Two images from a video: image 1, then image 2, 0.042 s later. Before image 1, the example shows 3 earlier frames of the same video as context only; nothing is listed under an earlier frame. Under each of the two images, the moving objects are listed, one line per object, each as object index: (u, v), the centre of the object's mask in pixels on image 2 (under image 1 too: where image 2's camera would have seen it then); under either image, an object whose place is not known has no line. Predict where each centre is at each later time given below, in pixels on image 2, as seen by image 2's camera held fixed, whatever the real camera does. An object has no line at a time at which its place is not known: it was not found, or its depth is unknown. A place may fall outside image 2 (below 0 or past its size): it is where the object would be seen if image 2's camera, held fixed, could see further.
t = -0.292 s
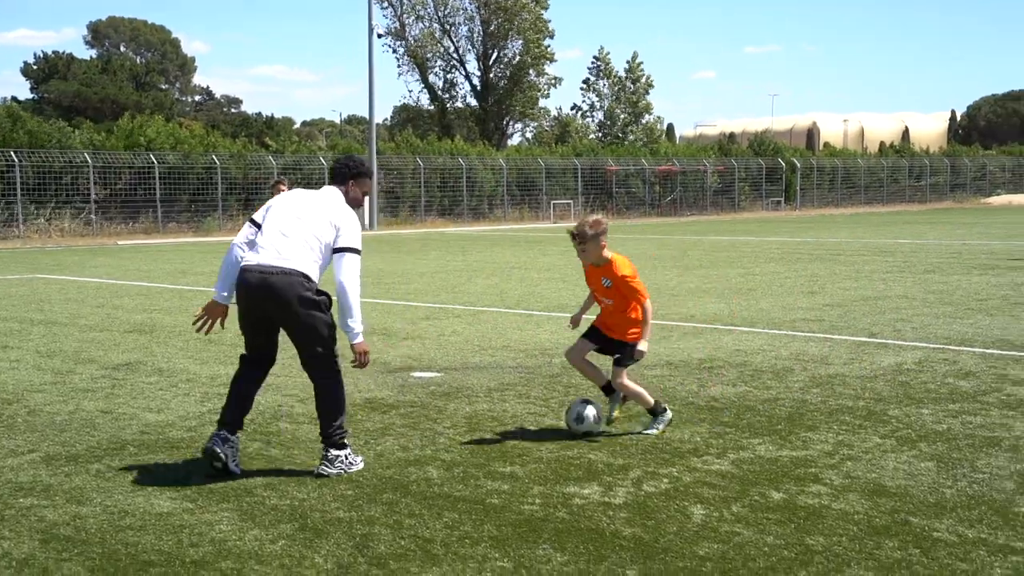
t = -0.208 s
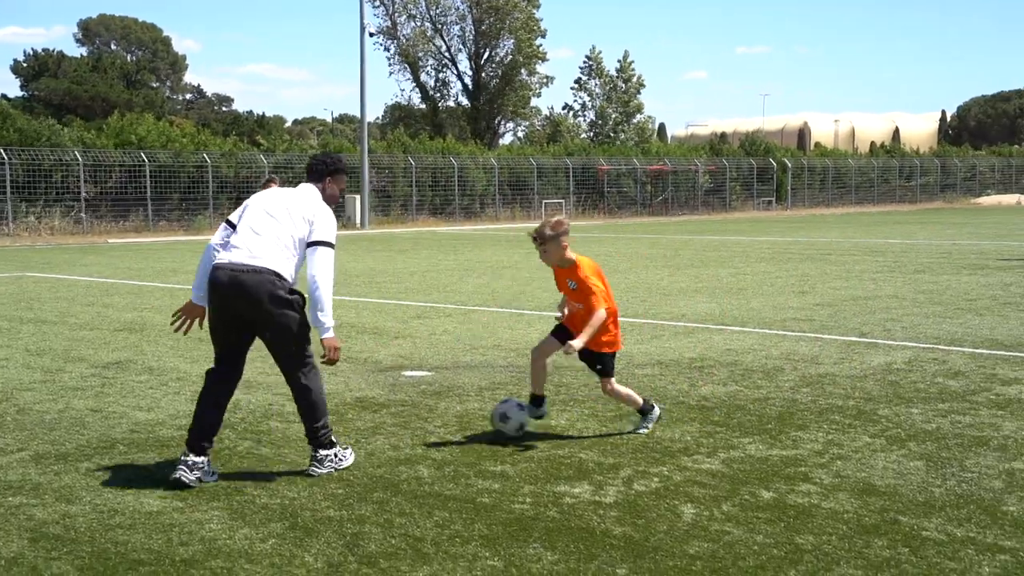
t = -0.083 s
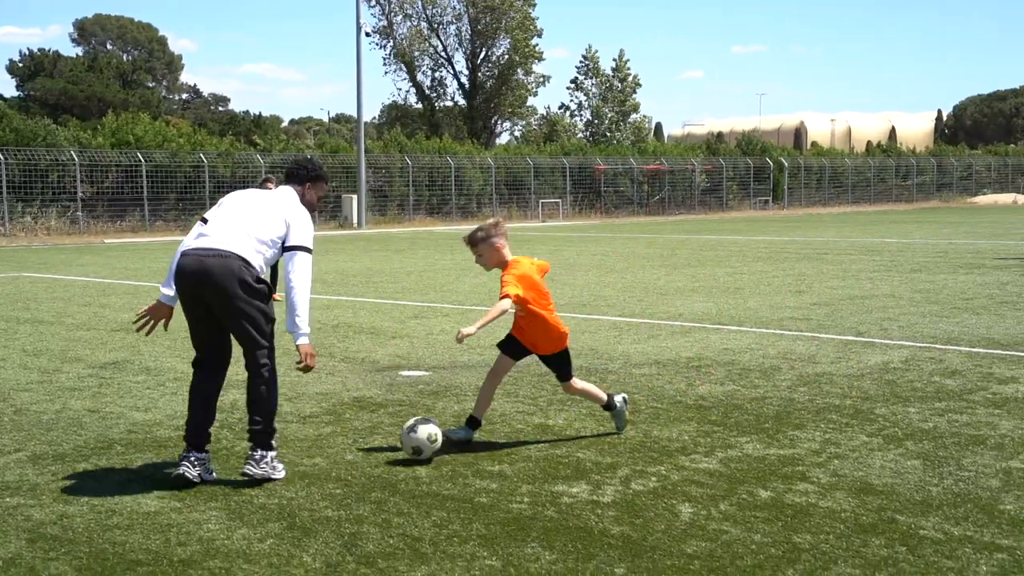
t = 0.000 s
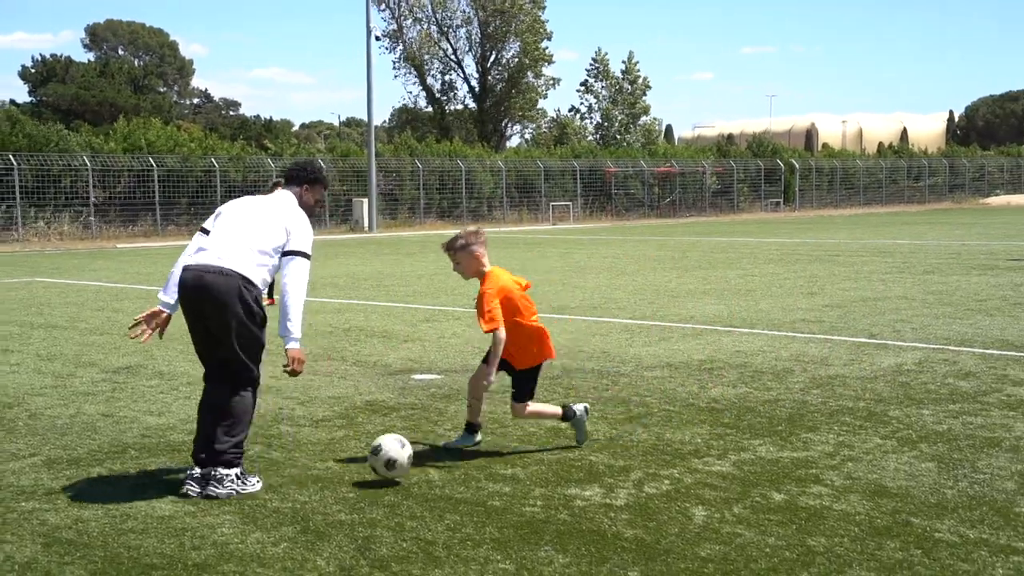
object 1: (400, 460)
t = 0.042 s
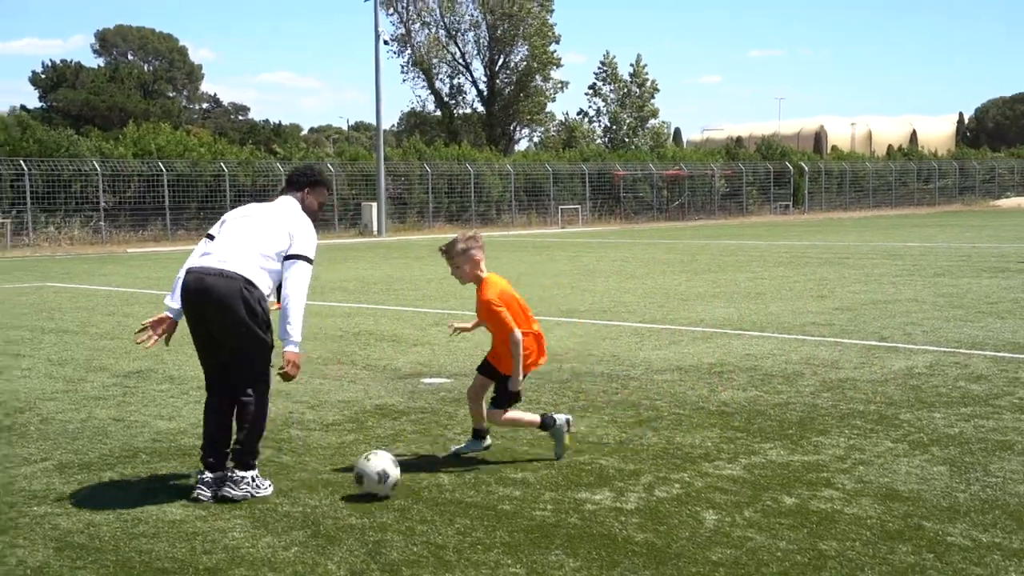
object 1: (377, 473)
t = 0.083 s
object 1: (351, 483)
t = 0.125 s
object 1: (331, 490)
